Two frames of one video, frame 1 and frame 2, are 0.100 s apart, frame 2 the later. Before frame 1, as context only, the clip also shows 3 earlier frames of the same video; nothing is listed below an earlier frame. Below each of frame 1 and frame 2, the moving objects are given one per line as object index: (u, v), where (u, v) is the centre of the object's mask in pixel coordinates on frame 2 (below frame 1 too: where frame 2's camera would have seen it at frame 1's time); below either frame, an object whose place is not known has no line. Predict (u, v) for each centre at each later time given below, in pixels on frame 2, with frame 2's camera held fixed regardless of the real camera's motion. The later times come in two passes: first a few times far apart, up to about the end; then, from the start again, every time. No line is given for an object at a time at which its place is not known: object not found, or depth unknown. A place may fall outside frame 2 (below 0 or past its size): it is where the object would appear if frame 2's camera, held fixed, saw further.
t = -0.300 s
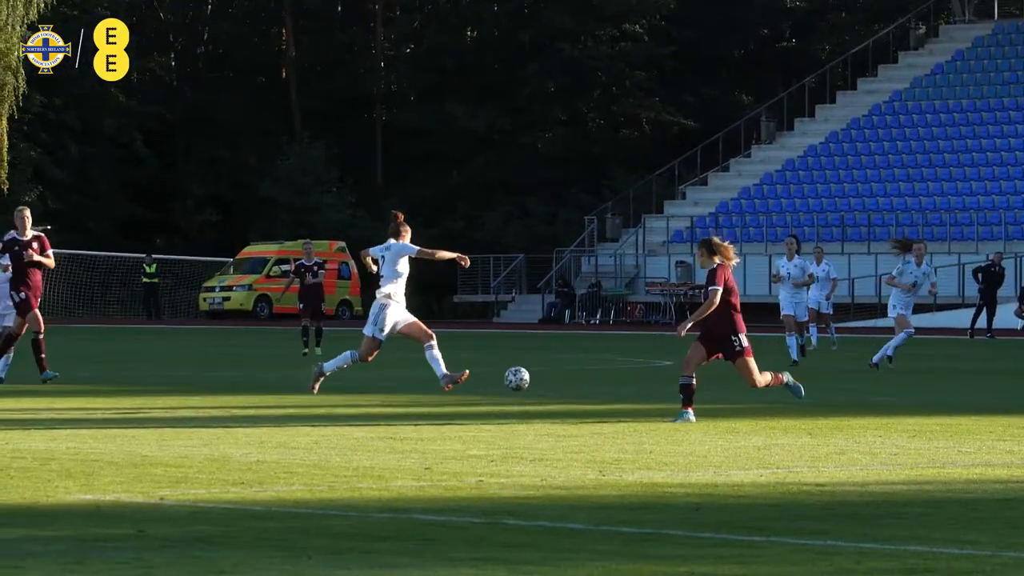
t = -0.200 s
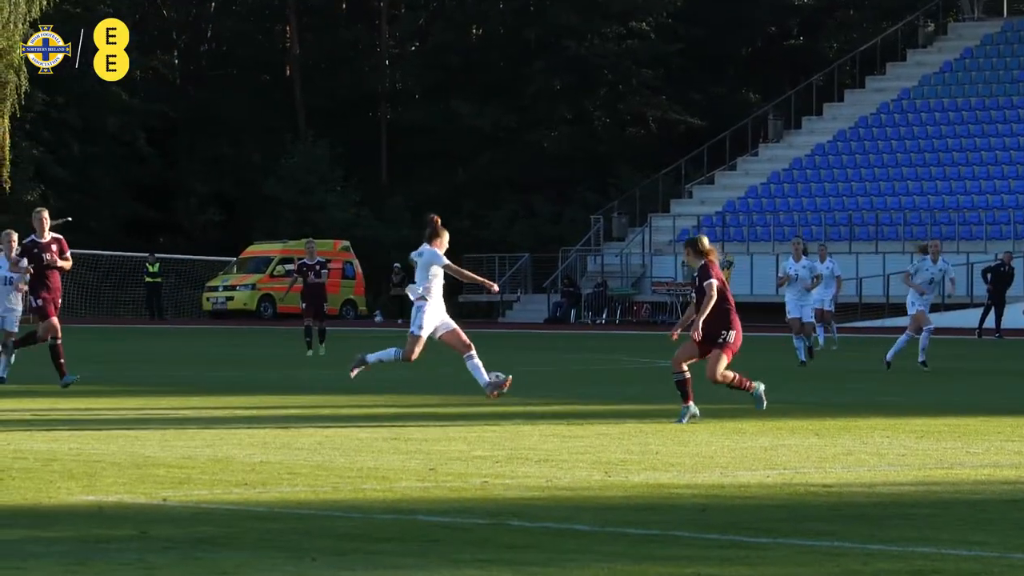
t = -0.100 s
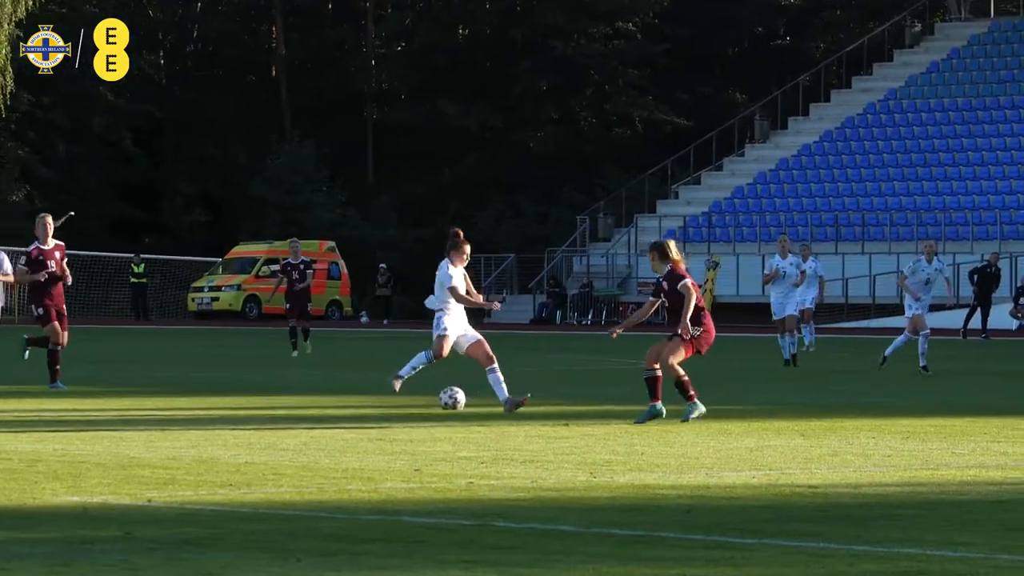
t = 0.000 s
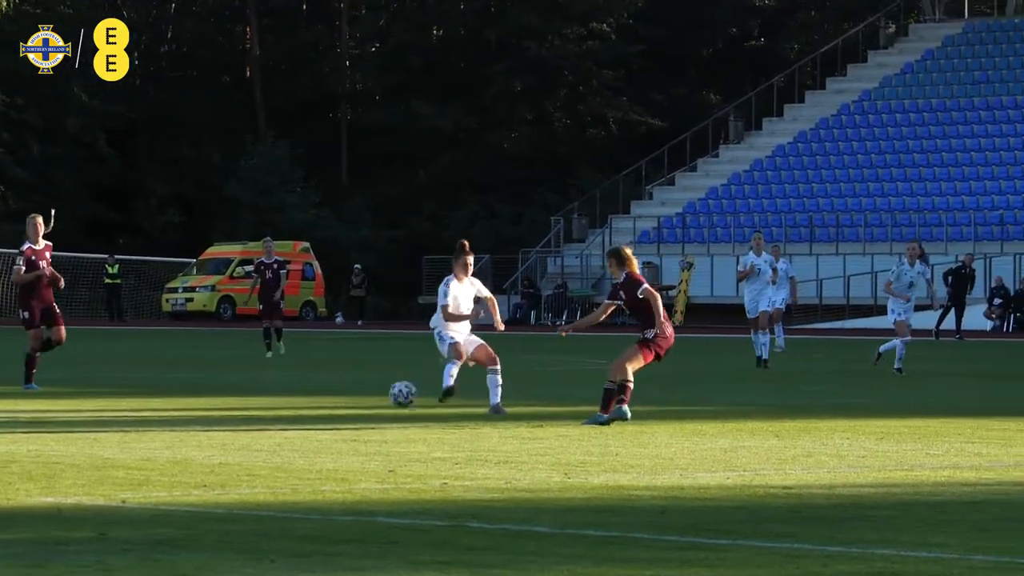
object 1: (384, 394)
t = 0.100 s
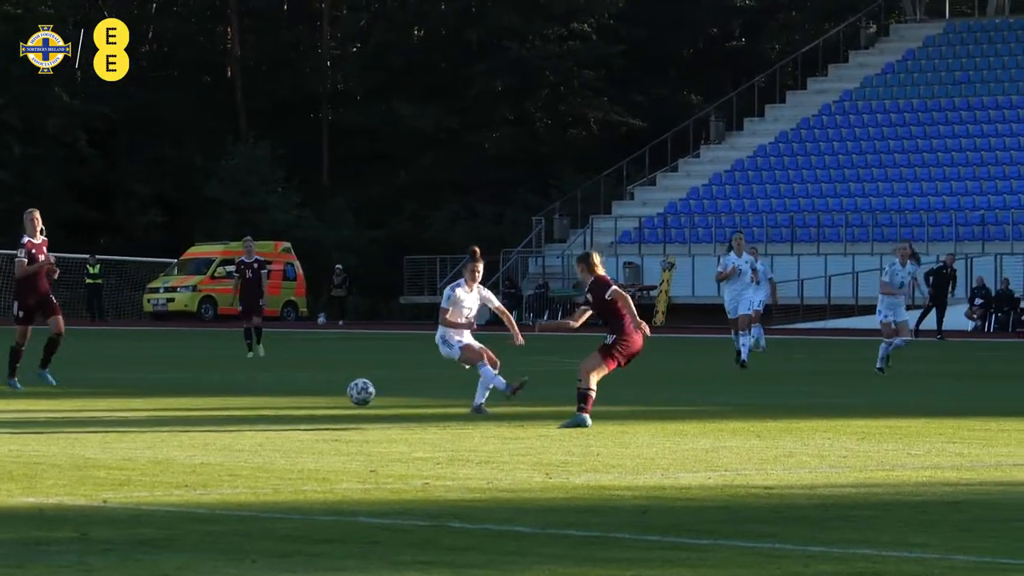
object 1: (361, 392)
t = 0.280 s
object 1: (320, 406)
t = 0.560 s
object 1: (259, 408)
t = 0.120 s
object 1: (355, 392)
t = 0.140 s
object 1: (352, 392)
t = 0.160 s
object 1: (346, 393)
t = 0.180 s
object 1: (342, 395)
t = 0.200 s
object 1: (338, 396)
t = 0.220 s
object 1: (332, 399)
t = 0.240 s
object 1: (328, 401)
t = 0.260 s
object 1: (323, 403)
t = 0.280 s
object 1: (320, 406)
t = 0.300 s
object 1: (314, 410)
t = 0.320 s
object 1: (310, 412)
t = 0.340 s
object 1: (305, 412)
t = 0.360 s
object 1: (302, 412)
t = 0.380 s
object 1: (297, 410)
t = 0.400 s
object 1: (294, 408)
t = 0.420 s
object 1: (288, 406)
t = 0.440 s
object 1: (285, 406)
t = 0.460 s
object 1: (281, 406)
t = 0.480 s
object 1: (276, 406)
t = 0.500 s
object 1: (272, 406)
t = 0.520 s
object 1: (268, 406)
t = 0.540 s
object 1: (264, 407)
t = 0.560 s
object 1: (259, 408)
